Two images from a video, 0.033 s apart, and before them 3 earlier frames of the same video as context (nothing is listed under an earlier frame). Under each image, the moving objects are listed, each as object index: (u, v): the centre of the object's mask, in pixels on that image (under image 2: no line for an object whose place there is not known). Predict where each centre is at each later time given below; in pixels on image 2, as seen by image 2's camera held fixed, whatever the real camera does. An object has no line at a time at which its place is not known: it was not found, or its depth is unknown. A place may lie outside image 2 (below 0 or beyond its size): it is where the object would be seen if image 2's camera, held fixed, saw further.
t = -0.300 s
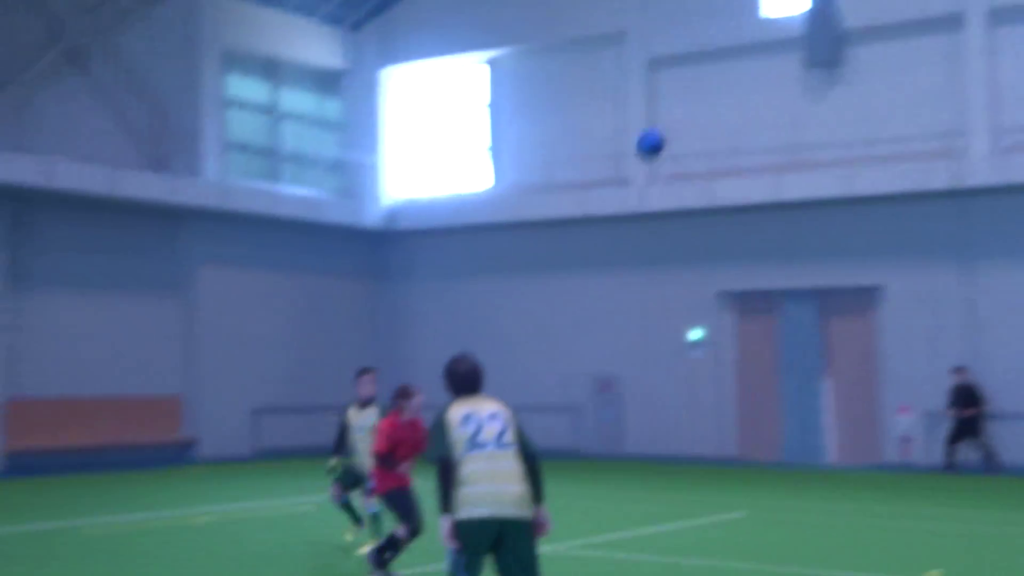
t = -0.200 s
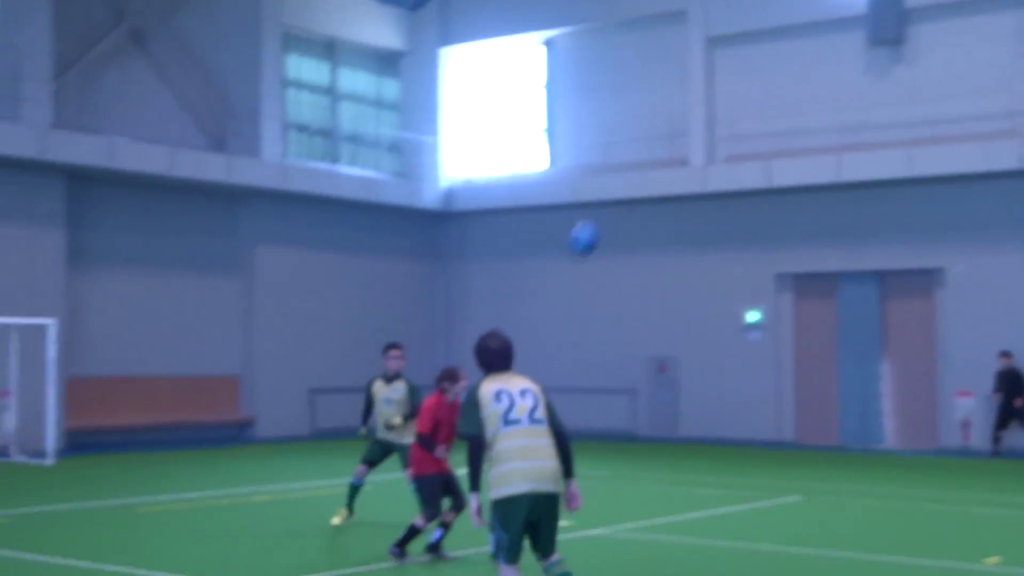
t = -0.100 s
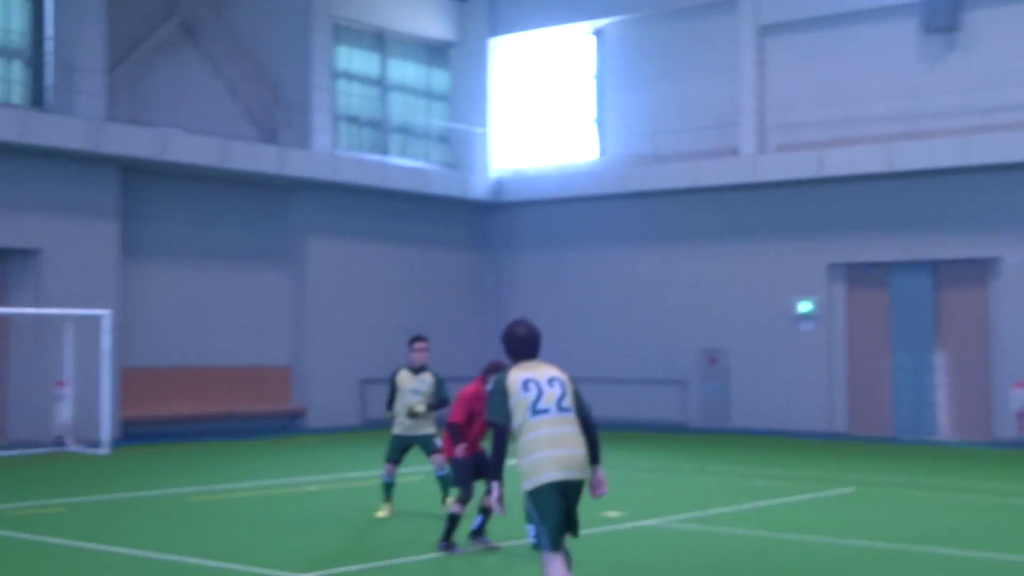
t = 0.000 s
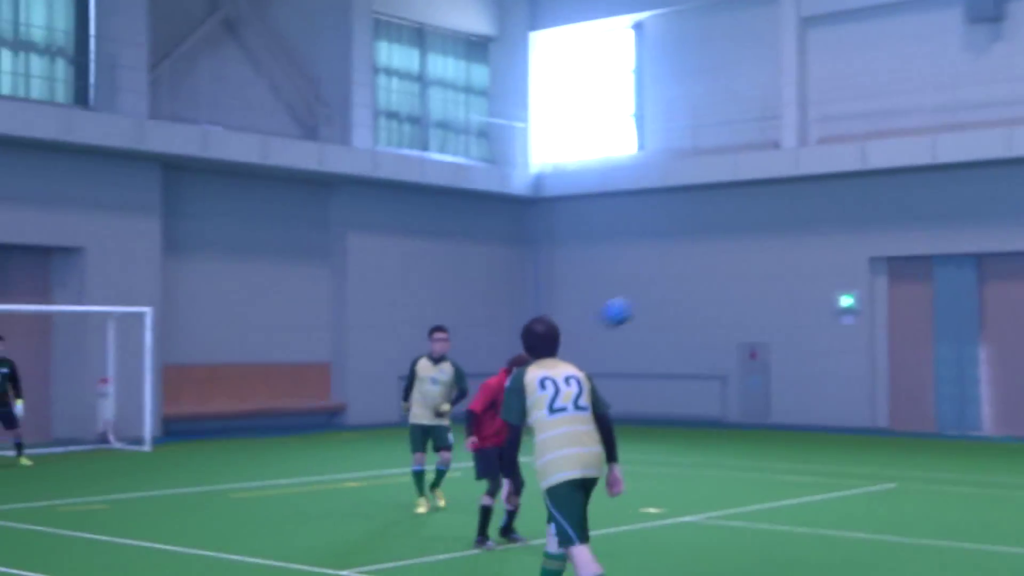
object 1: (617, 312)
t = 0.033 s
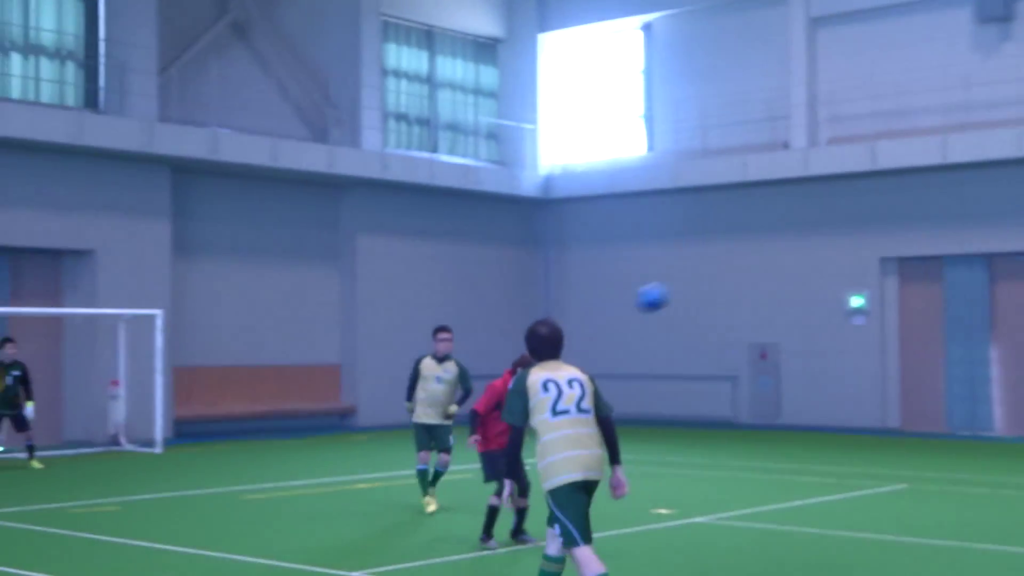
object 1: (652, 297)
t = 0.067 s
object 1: (678, 283)
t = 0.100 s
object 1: (704, 271)
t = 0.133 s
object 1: (730, 262)
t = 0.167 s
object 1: (756, 253)
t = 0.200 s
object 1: (783, 246)
